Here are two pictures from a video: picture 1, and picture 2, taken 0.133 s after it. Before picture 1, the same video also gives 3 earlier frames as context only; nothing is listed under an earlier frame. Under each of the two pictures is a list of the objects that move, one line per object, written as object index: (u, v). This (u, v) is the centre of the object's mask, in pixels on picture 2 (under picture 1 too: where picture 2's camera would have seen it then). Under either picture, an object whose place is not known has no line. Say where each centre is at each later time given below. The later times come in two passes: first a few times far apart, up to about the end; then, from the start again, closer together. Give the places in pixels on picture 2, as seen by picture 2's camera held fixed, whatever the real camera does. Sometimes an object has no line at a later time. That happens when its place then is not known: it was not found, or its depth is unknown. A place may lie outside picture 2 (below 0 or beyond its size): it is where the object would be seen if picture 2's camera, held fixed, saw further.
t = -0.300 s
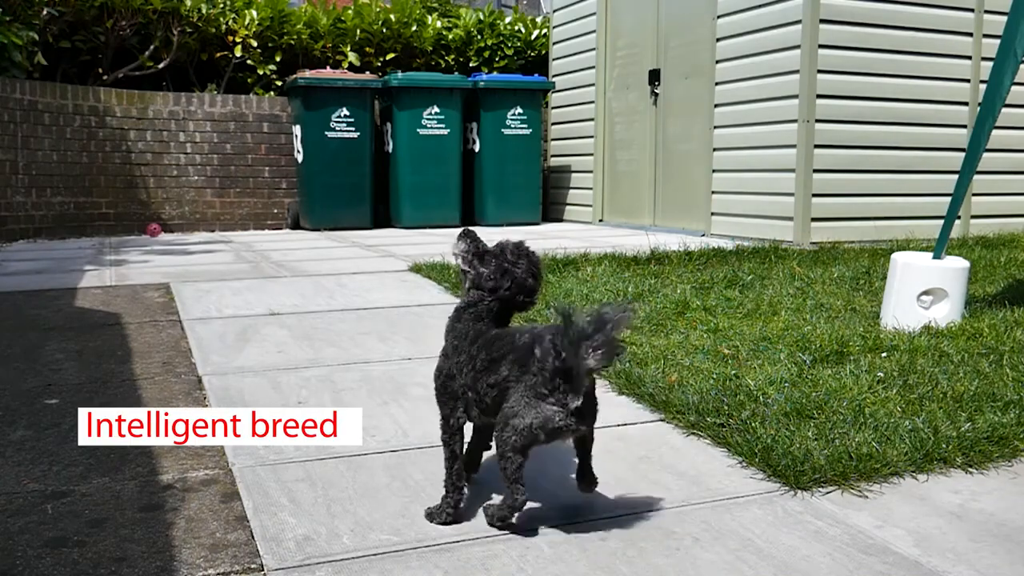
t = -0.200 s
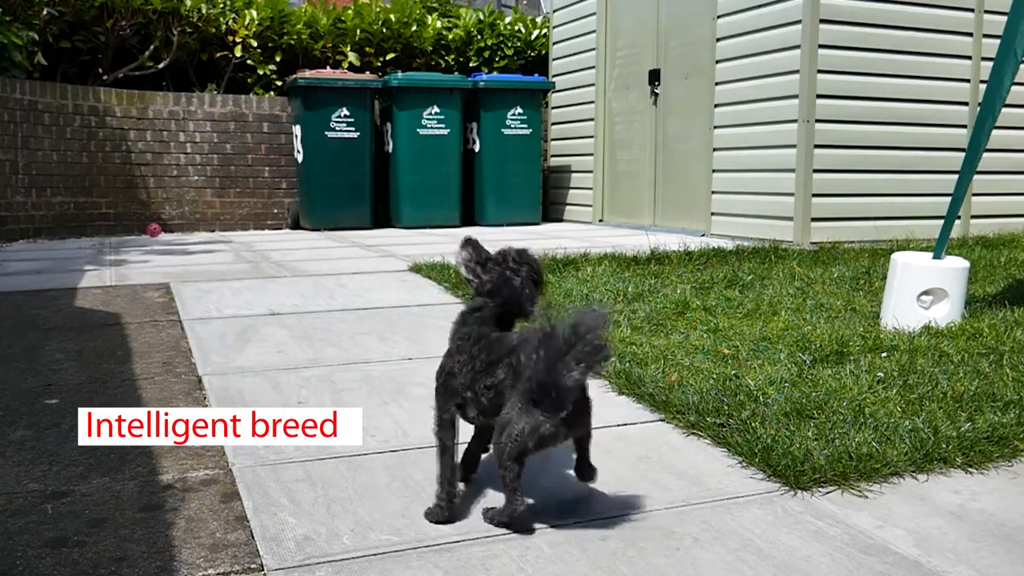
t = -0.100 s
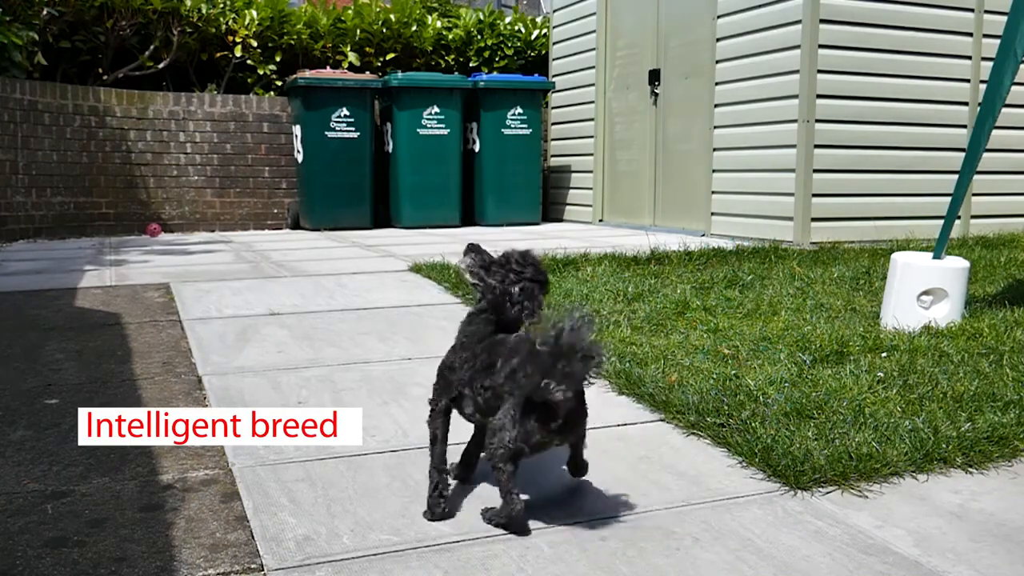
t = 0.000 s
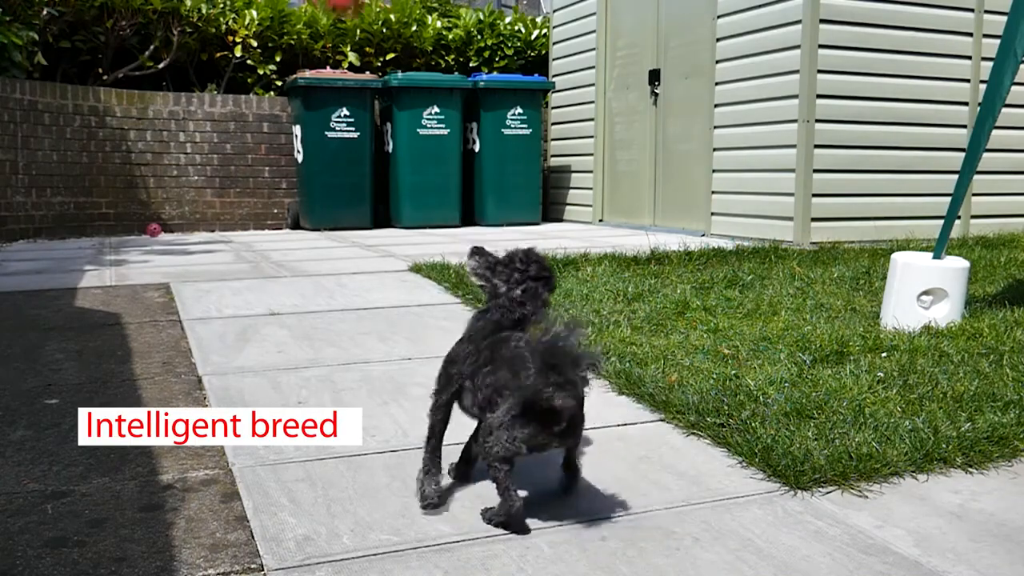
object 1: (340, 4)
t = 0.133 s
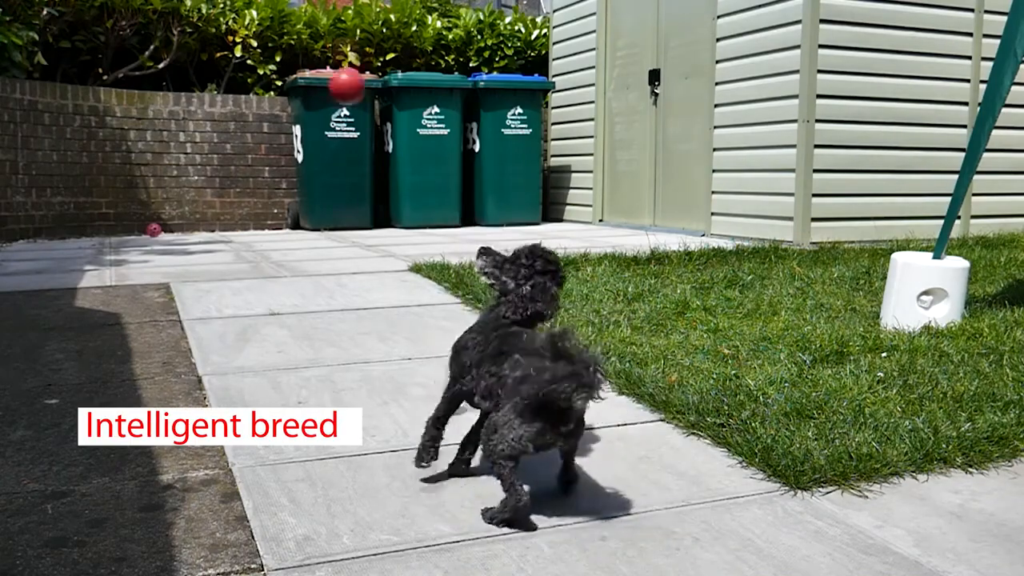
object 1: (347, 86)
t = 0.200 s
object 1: (346, 108)
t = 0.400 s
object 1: (348, 252)
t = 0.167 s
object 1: (344, 85)
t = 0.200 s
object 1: (346, 108)
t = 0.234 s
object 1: (347, 139)
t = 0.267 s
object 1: (347, 167)
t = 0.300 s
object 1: (347, 197)
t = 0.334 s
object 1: (348, 223)
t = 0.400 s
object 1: (348, 252)
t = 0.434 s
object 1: (348, 278)
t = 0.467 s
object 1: (349, 305)
